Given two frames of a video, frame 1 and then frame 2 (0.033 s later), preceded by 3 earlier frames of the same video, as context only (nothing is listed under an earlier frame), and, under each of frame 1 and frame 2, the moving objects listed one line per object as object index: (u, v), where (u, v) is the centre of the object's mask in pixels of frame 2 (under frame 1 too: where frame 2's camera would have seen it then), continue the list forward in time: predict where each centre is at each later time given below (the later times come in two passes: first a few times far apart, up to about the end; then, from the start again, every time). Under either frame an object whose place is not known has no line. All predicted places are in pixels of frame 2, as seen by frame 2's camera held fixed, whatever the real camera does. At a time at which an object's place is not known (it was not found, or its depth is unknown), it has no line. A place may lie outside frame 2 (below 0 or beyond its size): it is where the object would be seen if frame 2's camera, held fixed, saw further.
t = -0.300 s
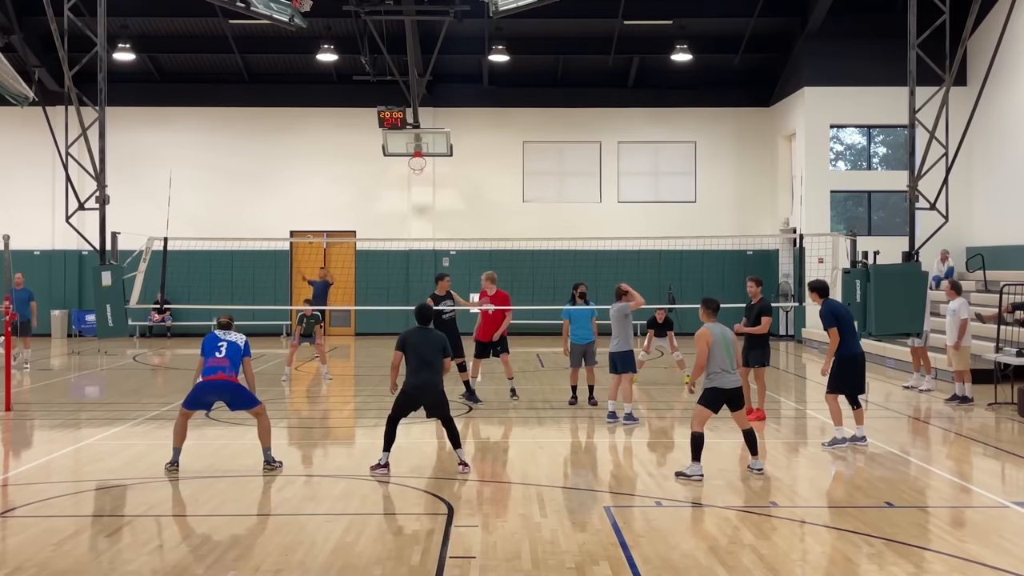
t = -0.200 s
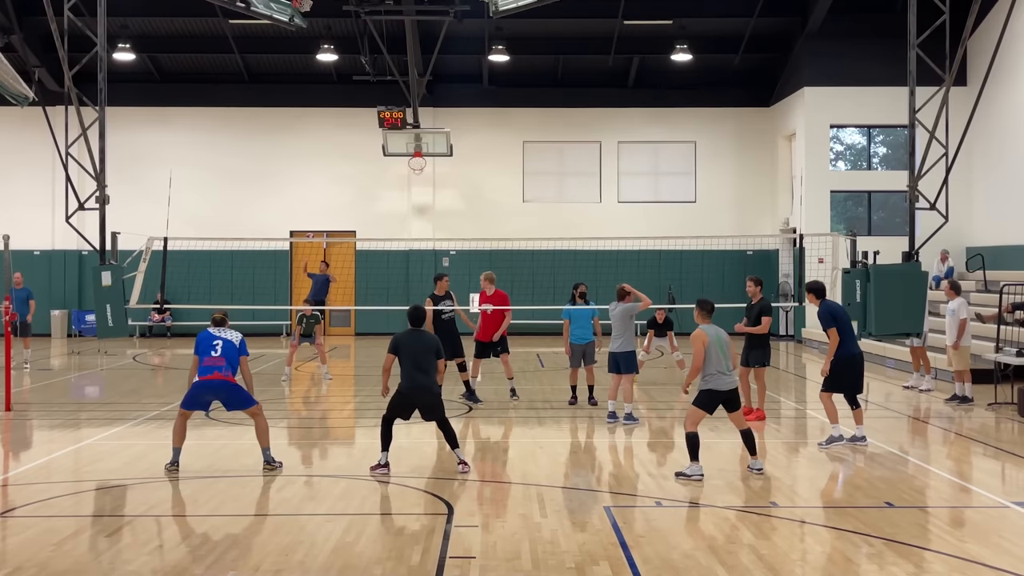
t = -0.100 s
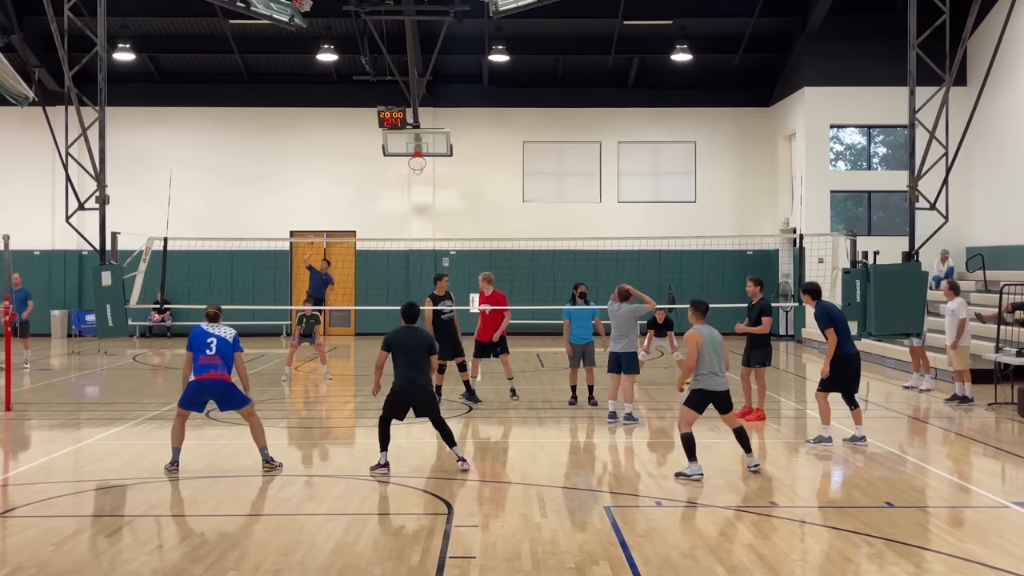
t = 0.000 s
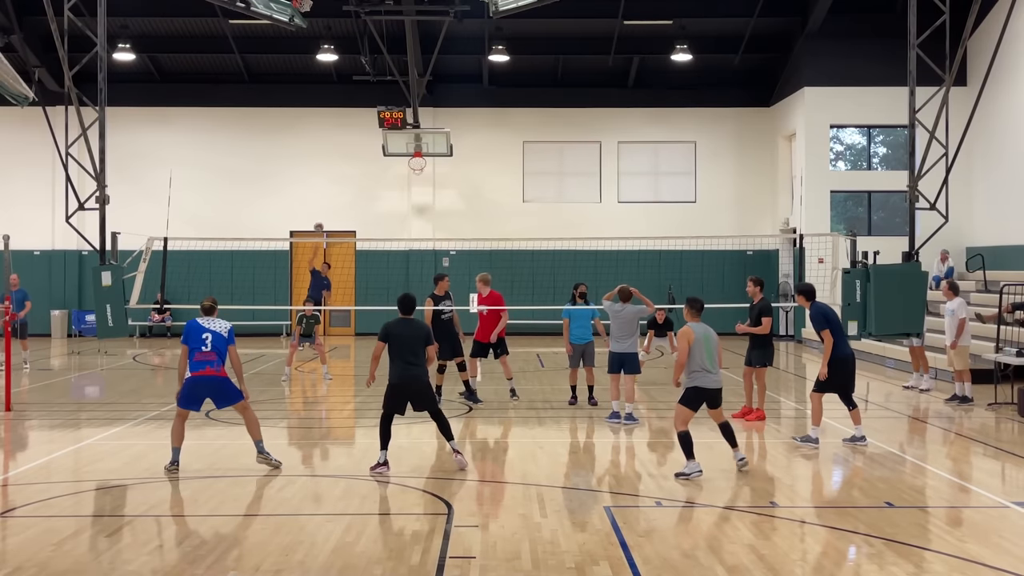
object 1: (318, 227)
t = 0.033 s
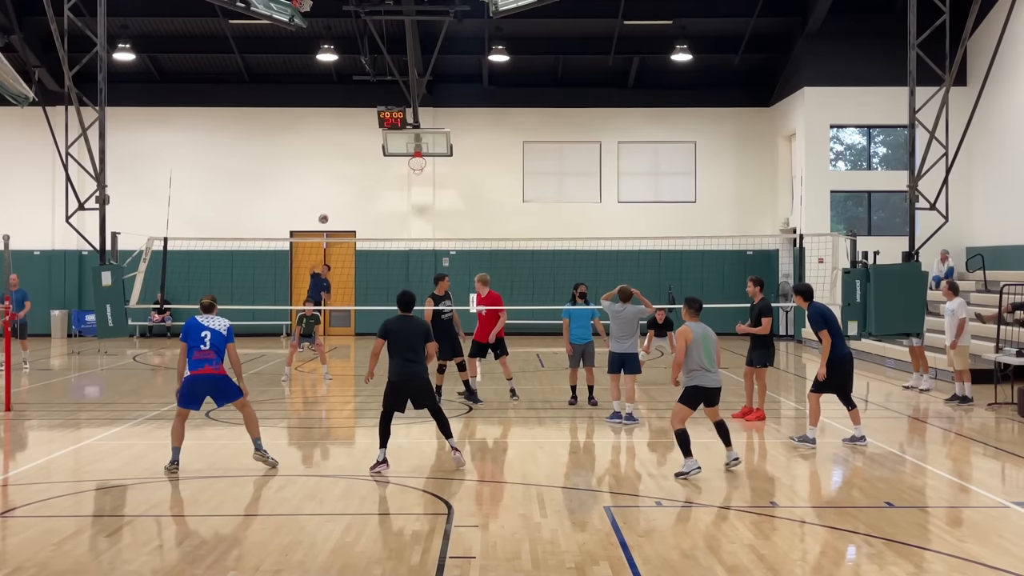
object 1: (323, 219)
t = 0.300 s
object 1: (365, 162)
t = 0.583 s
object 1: (422, 141)
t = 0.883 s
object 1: (496, 181)
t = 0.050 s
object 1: (325, 215)
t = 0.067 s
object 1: (328, 210)
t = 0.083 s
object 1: (330, 207)
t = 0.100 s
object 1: (333, 202)
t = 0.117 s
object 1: (335, 198)
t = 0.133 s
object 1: (338, 195)
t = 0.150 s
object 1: (340, 191)
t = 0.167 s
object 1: (343, 187)
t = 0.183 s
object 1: (345, 184)
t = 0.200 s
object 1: (348, 180)
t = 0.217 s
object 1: (351, 177)
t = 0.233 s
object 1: (353, 174)
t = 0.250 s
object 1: (356, 171)
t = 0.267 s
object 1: (359, 168)
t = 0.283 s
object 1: (362, 165)
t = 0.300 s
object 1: (365, 162)
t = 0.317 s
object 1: (368, 160)
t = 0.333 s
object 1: (371, 158)
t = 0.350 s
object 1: (374, 155)
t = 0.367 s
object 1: (377, 153)
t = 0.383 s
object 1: (380, 151)
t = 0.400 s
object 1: (384, 149)
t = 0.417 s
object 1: (387, 148)
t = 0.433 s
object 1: (391, 147)
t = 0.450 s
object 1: (394, 145)
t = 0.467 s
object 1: (397, 144)
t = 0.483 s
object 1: (401, 143)
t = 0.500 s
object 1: (405, 143)
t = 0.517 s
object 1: (408, 142)
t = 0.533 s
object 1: (413, 141)
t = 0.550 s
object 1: (415, 141)
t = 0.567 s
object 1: (419, 141)
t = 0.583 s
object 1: (422, 141)
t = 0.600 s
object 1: (426, 142)
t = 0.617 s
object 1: (429, 143)
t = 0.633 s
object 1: (433, 144)
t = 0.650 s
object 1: (437, 145)
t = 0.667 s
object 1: (441, 146)
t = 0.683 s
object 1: (445, 148)
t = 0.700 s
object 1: (448, 148)
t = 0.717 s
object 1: (452, 150)
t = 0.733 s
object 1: (456, 151)
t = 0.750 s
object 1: (461, 153)
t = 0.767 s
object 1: (464, 156)
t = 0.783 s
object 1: (469, 158)
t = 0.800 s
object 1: (473, 161)
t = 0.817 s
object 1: (478, 164)
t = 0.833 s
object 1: (482, 168)
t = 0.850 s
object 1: (486, 172)
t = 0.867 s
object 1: (491, 176)
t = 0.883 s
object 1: (496, 181)
